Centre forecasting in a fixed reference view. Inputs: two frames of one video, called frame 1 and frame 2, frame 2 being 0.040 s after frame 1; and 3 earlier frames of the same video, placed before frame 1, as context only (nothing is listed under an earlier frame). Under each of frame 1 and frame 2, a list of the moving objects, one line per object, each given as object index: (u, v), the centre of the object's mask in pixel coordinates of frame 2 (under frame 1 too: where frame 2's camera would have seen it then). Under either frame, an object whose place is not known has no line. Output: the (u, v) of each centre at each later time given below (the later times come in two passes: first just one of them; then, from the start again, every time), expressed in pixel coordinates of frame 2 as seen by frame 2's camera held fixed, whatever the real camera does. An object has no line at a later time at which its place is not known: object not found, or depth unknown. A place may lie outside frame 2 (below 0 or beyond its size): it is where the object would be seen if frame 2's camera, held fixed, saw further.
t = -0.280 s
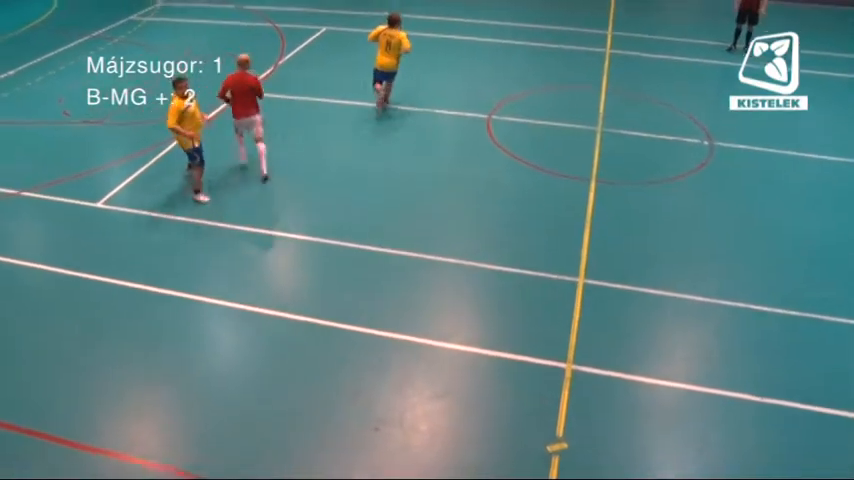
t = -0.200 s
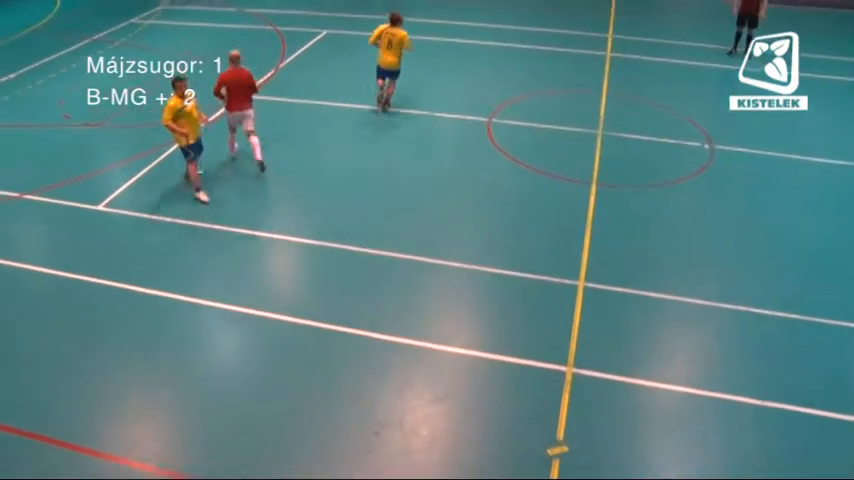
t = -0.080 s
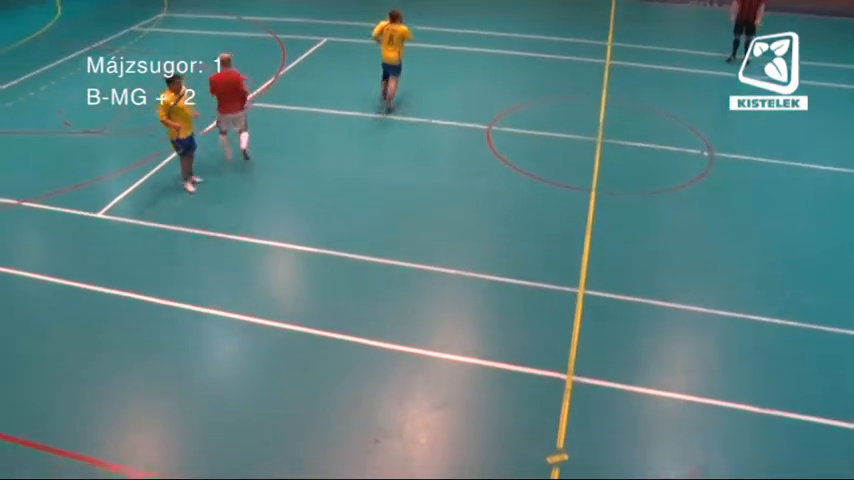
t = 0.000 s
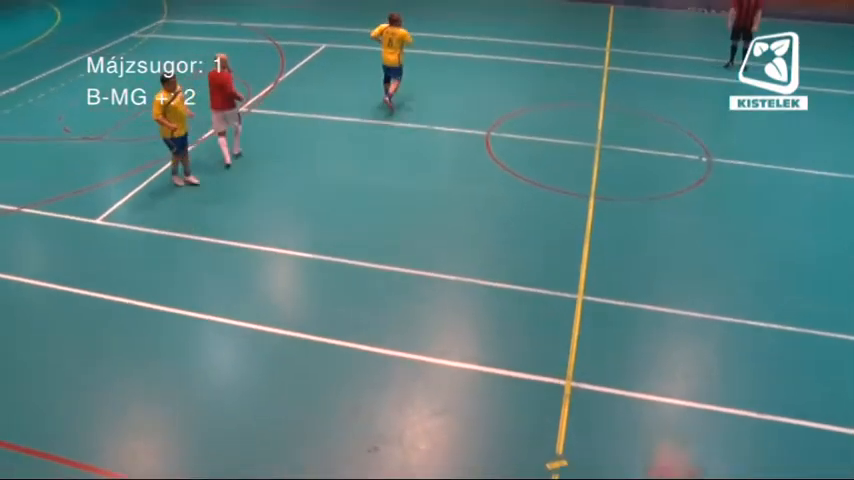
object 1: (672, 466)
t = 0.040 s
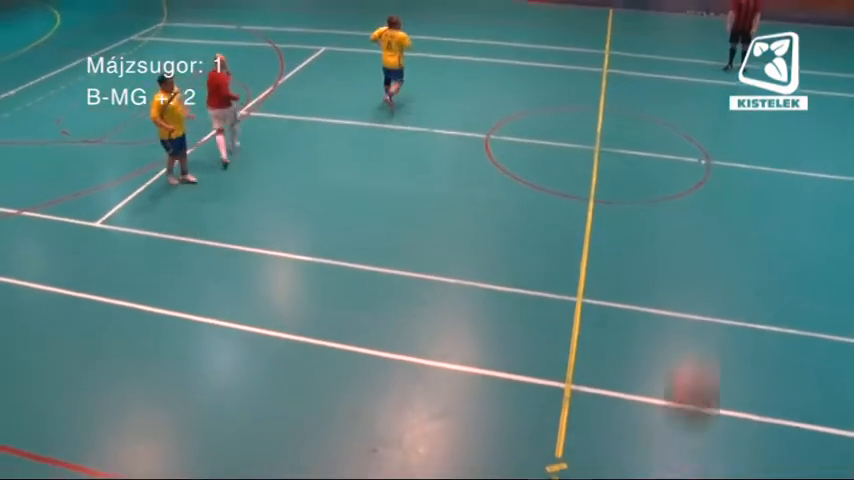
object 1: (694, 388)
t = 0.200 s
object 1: (740, 162)
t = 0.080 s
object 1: (711, 311)
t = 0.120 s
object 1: (723, 250)
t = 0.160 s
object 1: (733, 201)
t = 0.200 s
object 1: (740, 162)
